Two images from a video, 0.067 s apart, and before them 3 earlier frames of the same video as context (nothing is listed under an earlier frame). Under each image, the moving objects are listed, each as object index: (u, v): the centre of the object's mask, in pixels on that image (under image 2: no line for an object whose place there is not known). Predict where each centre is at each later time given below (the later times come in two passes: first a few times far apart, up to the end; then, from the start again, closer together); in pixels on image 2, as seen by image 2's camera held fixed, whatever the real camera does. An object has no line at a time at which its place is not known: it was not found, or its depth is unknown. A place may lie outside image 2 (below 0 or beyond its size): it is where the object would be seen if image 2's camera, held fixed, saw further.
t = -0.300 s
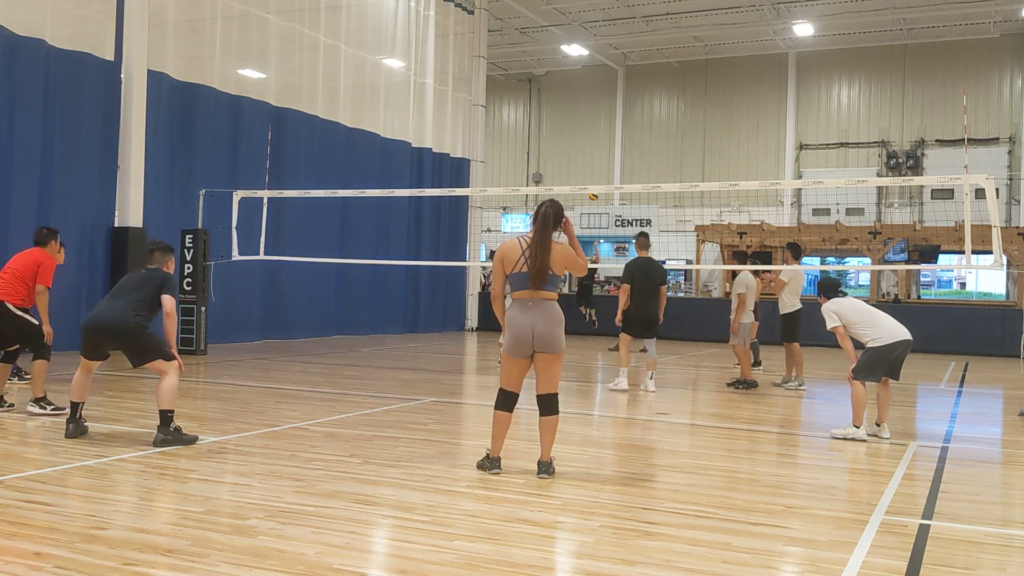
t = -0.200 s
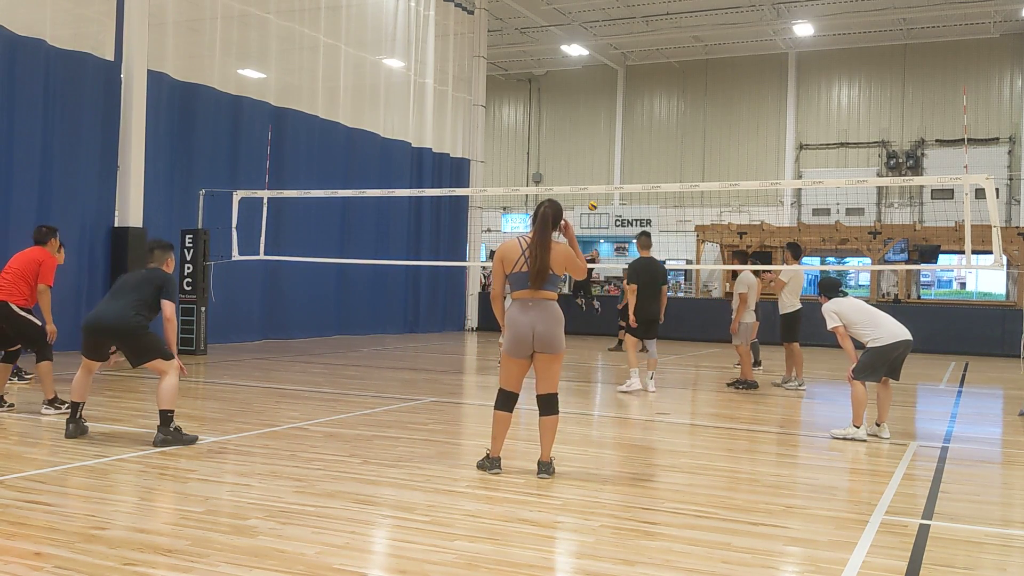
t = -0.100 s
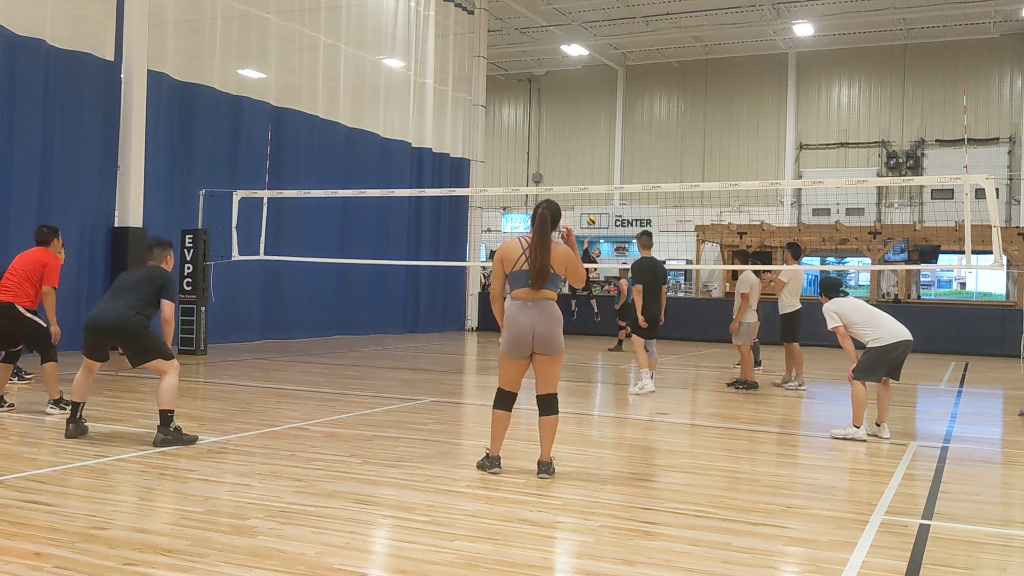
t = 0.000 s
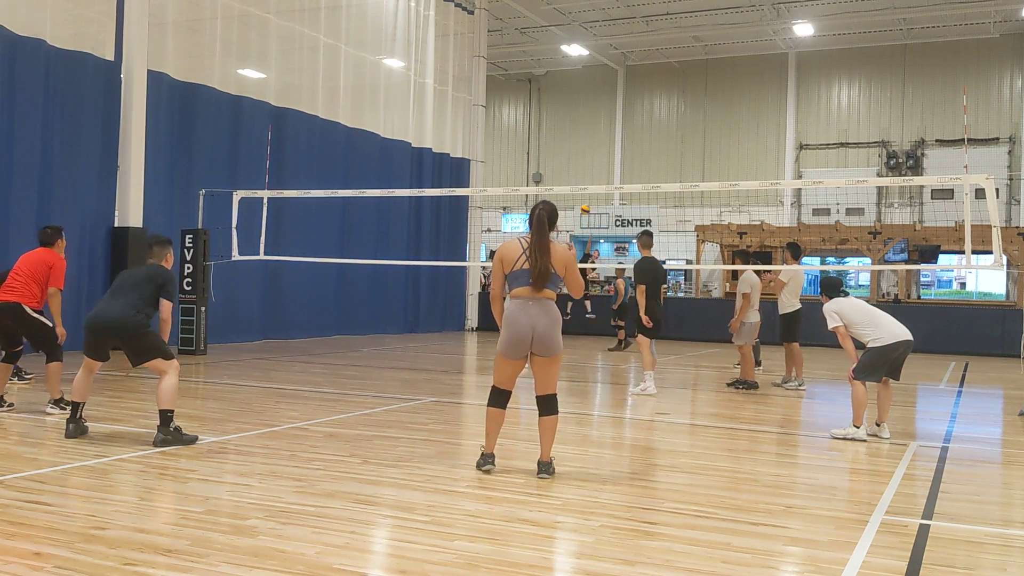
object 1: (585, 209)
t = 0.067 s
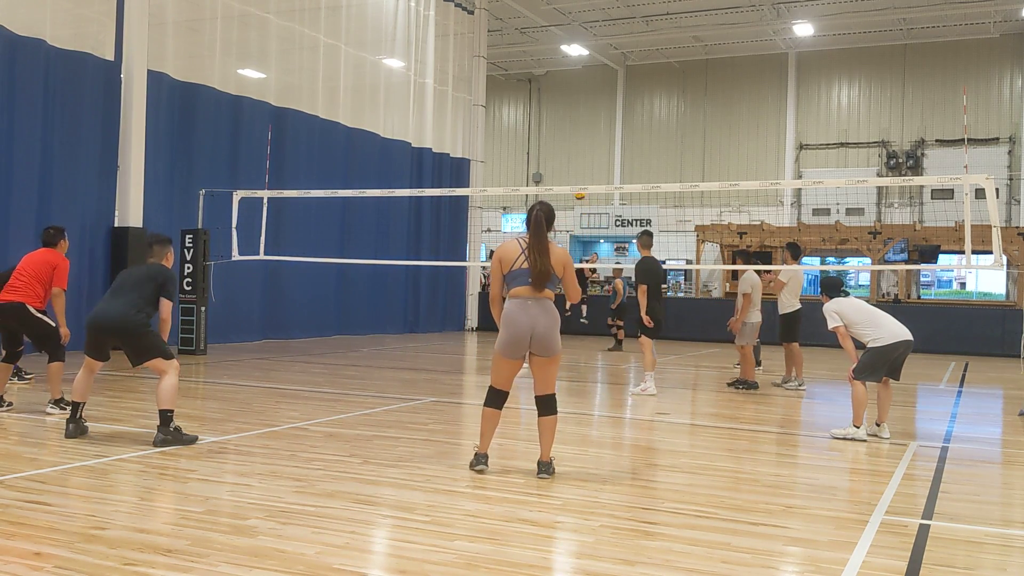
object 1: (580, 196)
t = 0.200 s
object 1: (566, 171)
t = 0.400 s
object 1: (545, 153)
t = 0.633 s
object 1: (511, 161)
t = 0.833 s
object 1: (460, 214)
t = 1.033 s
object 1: (395, 349)
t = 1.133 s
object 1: (358, 403)
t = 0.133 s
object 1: (573, 181)
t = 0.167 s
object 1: (570, 176)
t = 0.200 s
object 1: (566, 171)
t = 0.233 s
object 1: (563, 167)
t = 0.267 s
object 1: (560, 163)
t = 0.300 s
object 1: (556, 159)
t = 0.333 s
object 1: (553, 156)
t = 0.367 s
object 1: (550, 155)
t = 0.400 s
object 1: (545, 153)
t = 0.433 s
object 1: (541, 152)
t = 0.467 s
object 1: (537, 152)
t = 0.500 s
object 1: (532, 152)
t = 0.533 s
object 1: (528, 153)
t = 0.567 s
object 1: (523, 155)
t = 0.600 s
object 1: (517, 157)
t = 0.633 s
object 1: (511, 161)
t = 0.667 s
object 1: (504, 166)
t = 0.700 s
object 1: (497, 172)
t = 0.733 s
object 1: (489, 180)
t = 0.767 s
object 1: (480, 189)
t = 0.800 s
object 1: (470, 201)
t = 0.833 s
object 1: (460, 214)
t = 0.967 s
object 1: (418, 292)
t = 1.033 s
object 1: (395, 349)
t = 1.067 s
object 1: (382, 383)
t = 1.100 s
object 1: (367, 423)
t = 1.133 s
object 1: (358, 403)
